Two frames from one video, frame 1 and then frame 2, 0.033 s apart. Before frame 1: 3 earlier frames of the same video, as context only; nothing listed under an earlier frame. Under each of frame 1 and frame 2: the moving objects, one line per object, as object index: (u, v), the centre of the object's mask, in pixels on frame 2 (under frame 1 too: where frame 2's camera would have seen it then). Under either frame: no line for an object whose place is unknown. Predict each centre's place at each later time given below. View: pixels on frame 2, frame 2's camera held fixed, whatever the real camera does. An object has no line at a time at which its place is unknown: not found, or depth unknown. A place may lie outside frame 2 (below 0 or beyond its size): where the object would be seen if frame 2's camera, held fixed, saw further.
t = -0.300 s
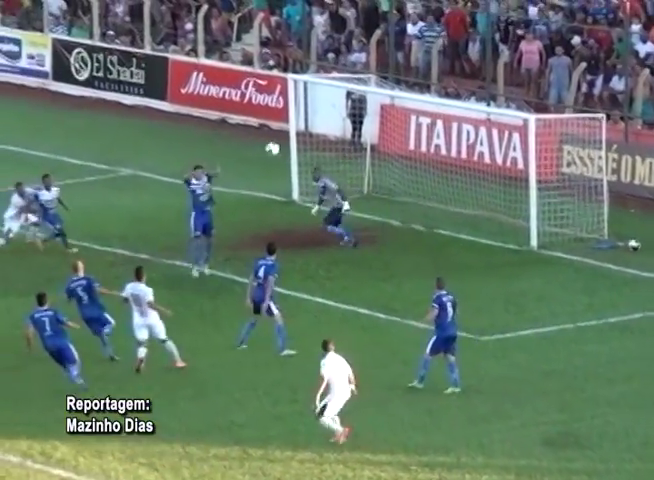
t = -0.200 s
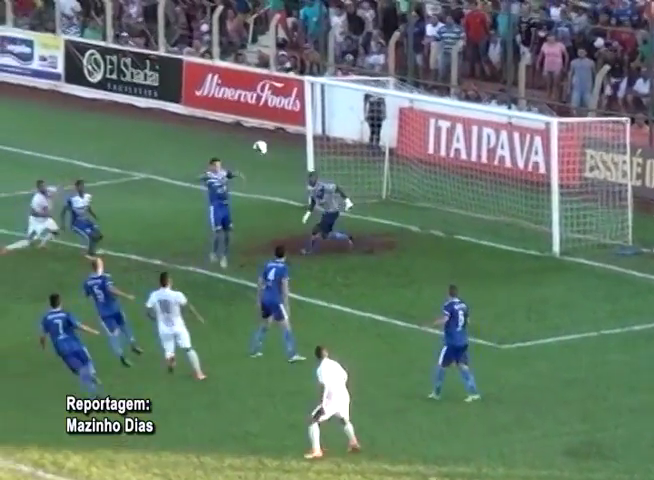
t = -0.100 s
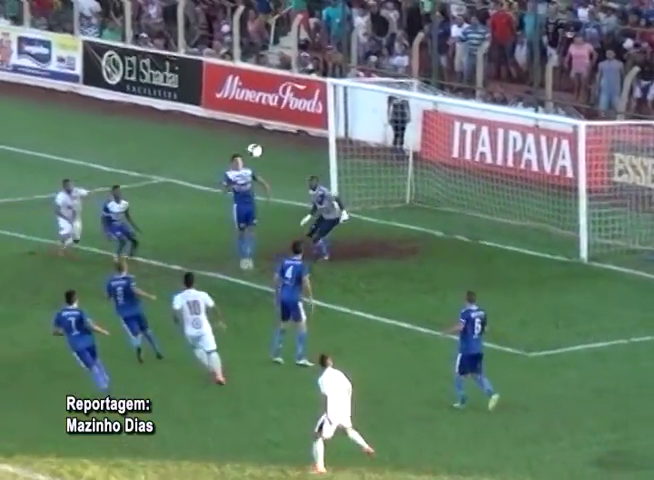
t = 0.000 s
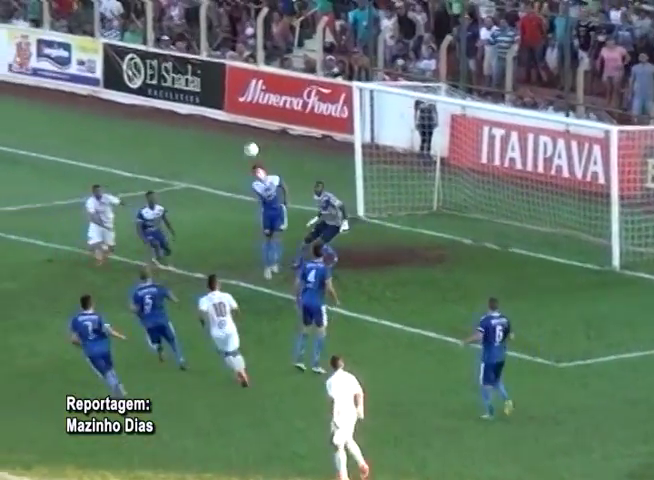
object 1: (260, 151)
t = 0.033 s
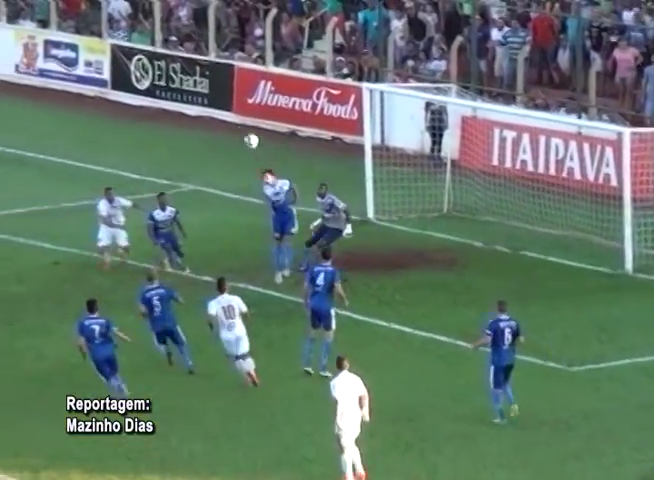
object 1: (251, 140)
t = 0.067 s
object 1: (243, 131)
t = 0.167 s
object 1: (217, 105)
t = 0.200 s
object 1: (208, 97)
